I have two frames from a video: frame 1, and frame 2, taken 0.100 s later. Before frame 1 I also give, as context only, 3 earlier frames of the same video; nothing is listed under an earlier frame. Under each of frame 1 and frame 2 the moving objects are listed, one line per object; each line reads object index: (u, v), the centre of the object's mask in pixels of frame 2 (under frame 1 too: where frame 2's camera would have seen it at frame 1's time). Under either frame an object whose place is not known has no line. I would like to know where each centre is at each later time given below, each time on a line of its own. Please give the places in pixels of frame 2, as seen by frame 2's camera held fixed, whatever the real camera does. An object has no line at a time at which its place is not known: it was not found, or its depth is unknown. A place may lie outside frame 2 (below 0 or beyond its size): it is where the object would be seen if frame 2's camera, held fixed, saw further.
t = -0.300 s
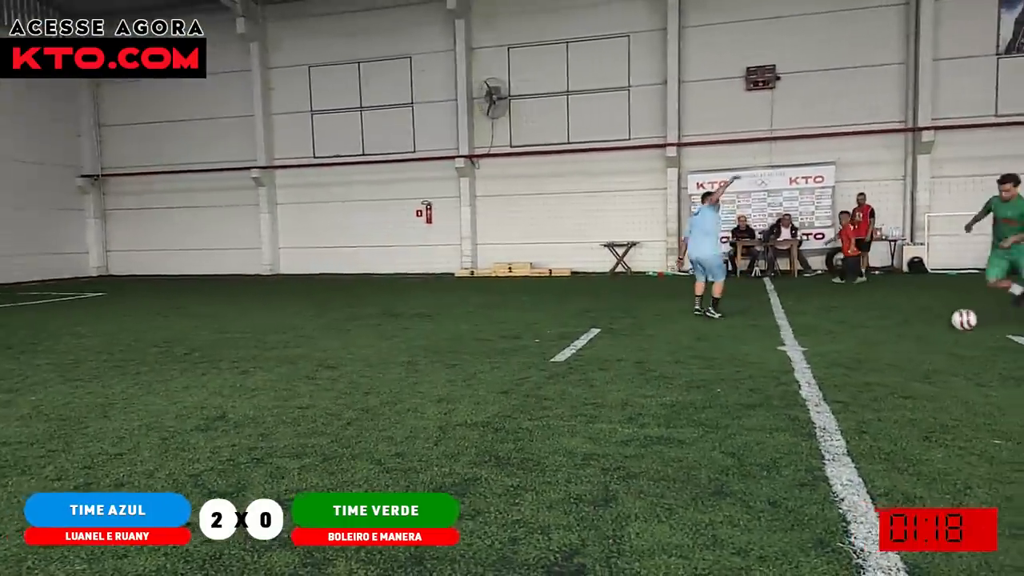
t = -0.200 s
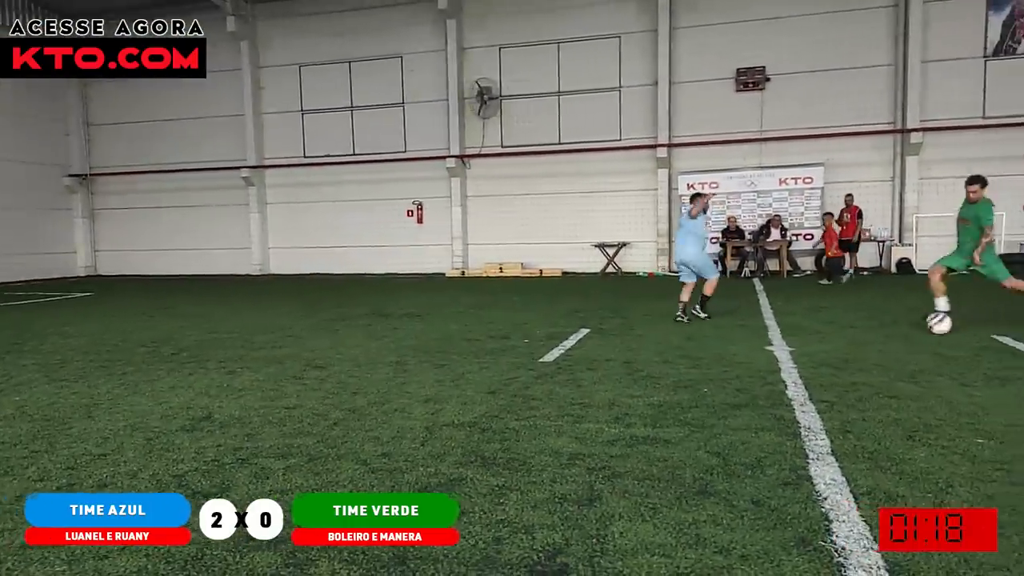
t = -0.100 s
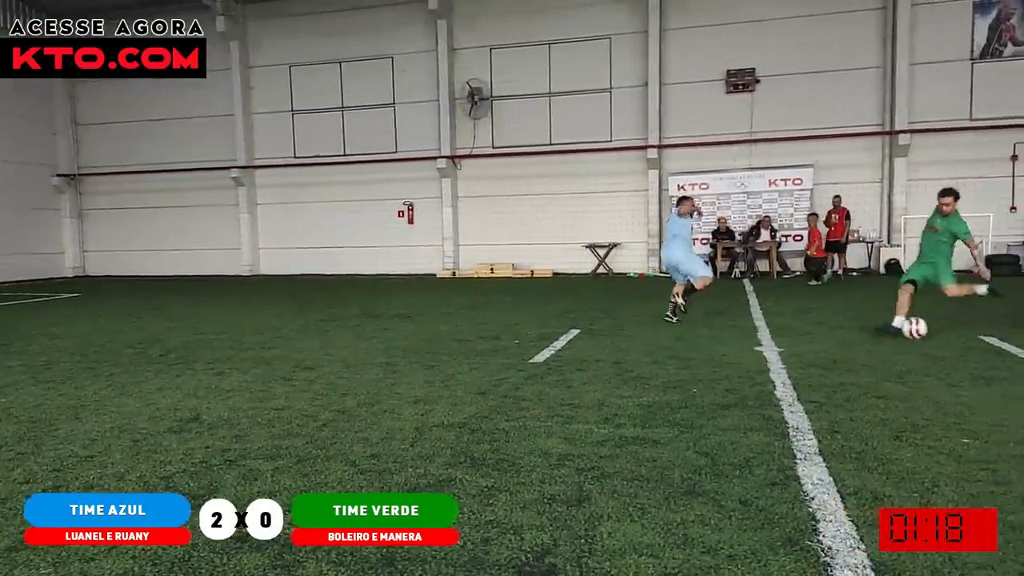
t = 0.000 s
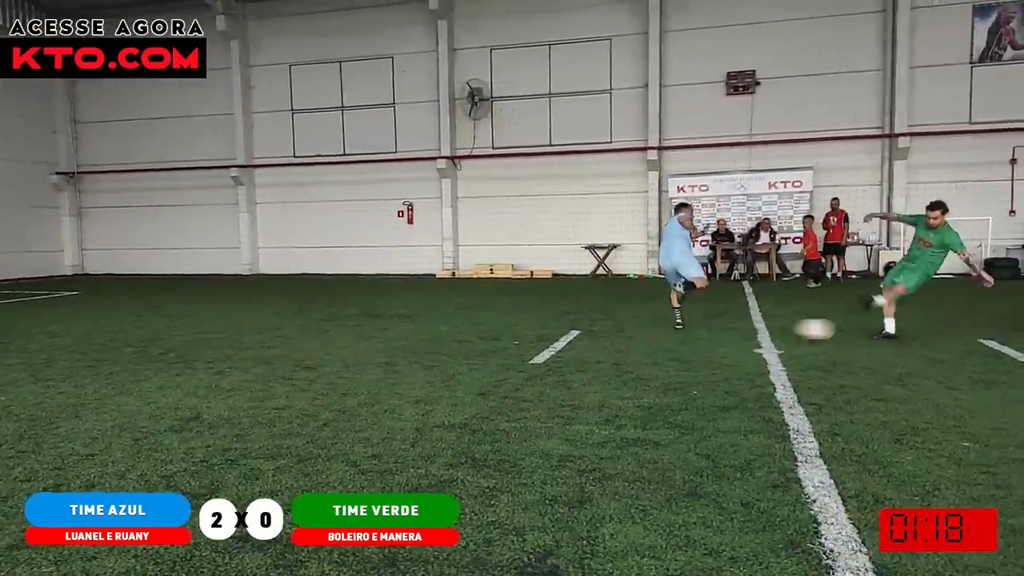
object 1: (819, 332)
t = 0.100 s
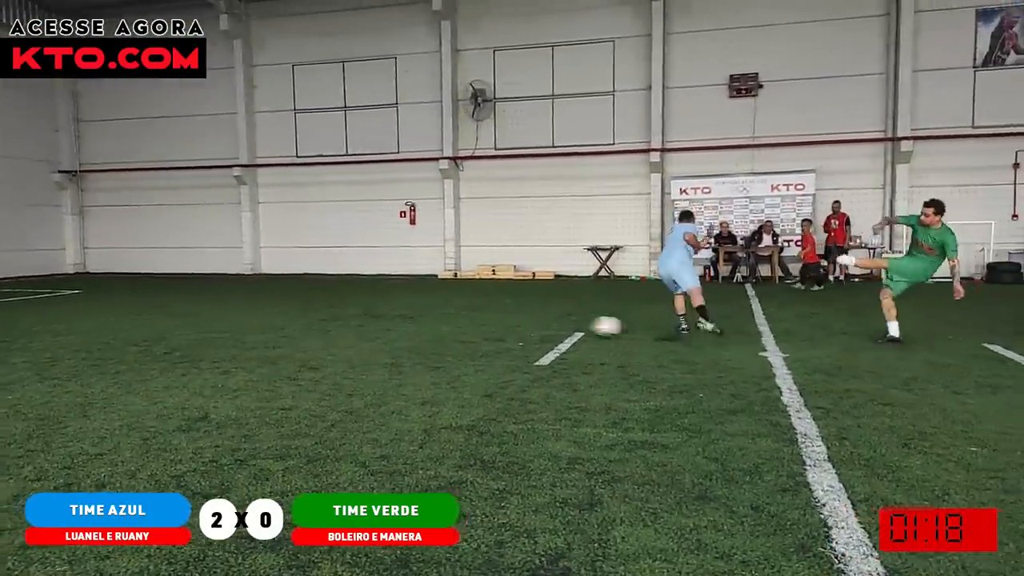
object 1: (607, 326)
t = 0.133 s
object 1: (546, 323)
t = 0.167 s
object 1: (491, 321)
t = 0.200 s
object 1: (439, 320)
